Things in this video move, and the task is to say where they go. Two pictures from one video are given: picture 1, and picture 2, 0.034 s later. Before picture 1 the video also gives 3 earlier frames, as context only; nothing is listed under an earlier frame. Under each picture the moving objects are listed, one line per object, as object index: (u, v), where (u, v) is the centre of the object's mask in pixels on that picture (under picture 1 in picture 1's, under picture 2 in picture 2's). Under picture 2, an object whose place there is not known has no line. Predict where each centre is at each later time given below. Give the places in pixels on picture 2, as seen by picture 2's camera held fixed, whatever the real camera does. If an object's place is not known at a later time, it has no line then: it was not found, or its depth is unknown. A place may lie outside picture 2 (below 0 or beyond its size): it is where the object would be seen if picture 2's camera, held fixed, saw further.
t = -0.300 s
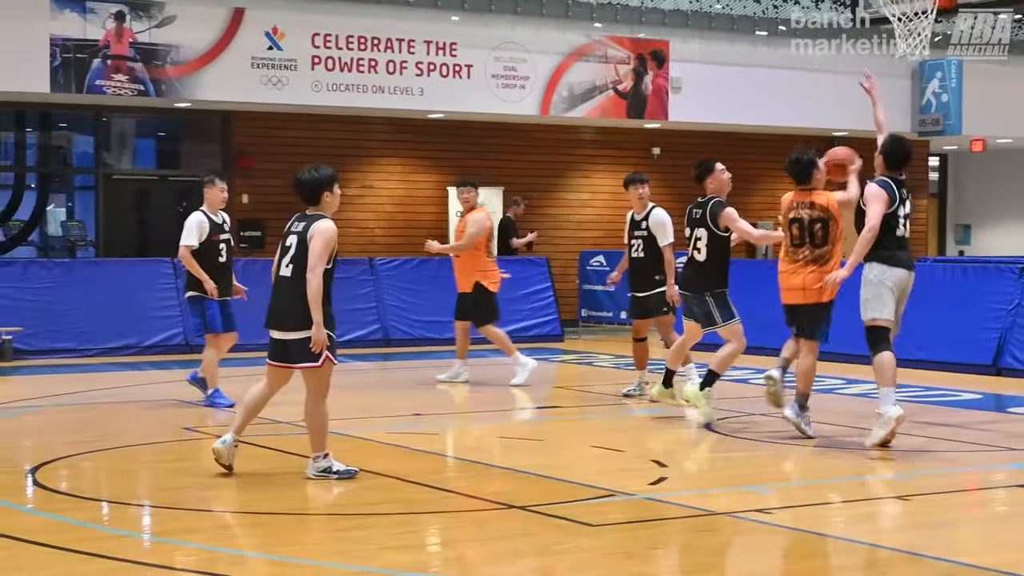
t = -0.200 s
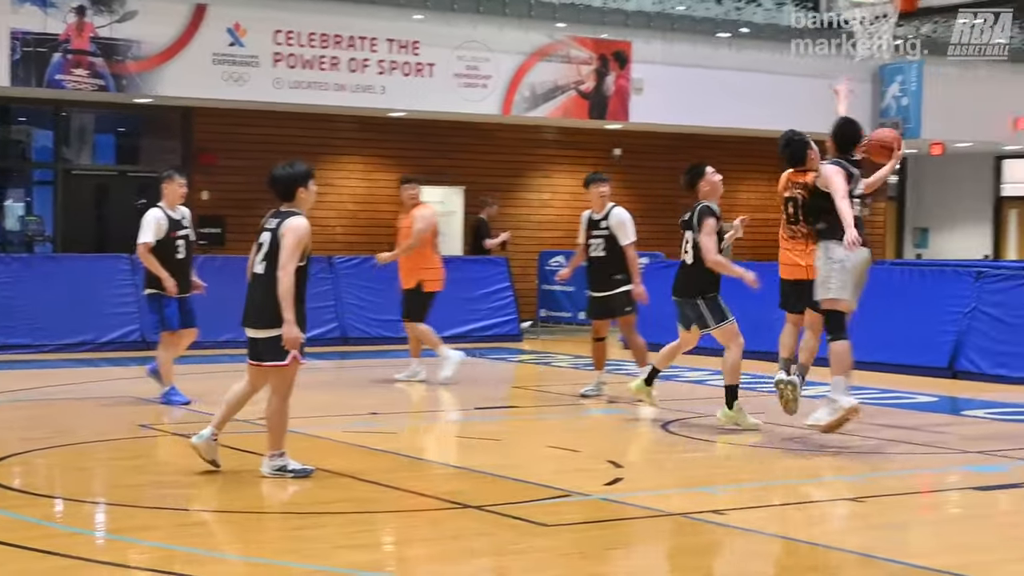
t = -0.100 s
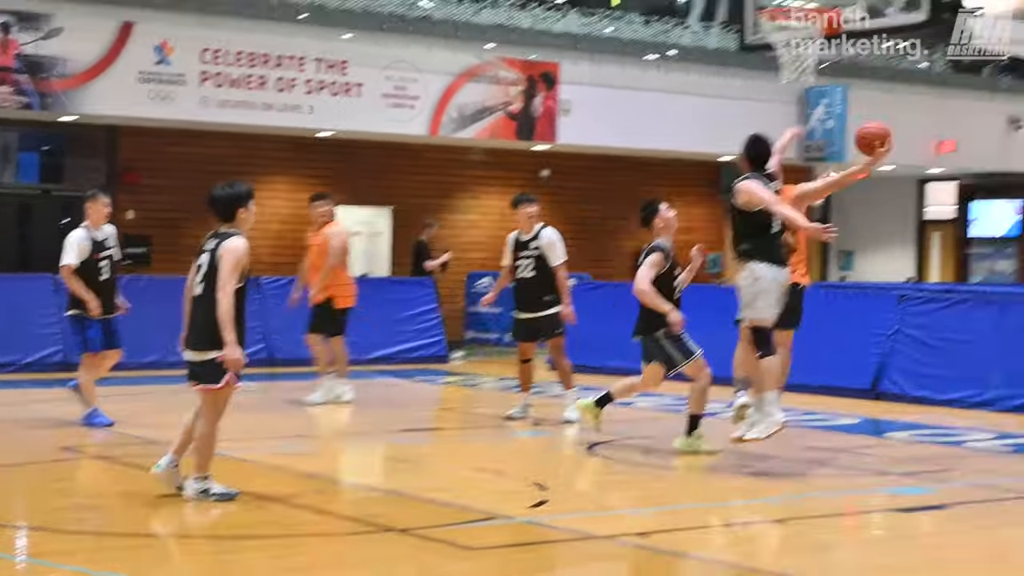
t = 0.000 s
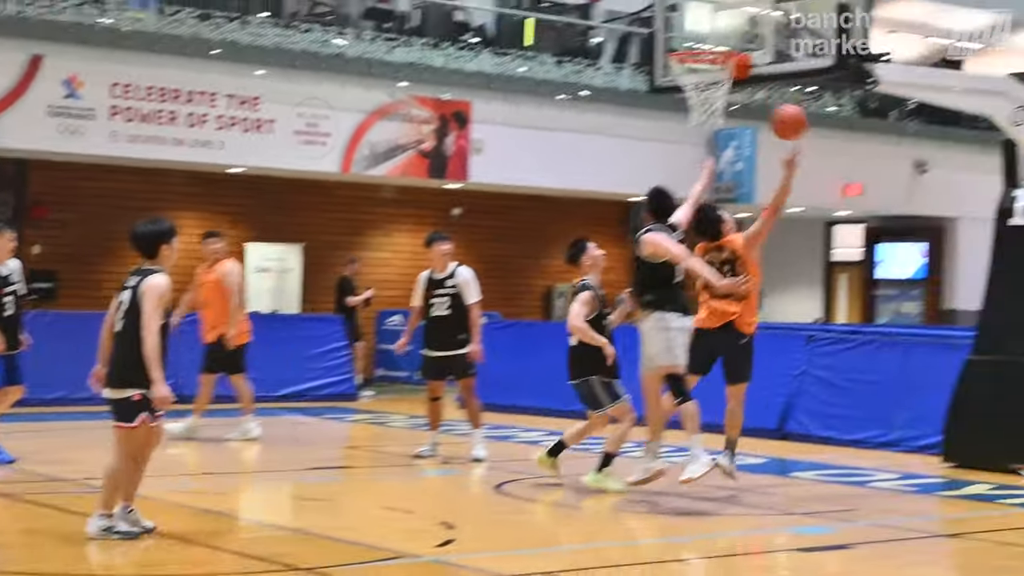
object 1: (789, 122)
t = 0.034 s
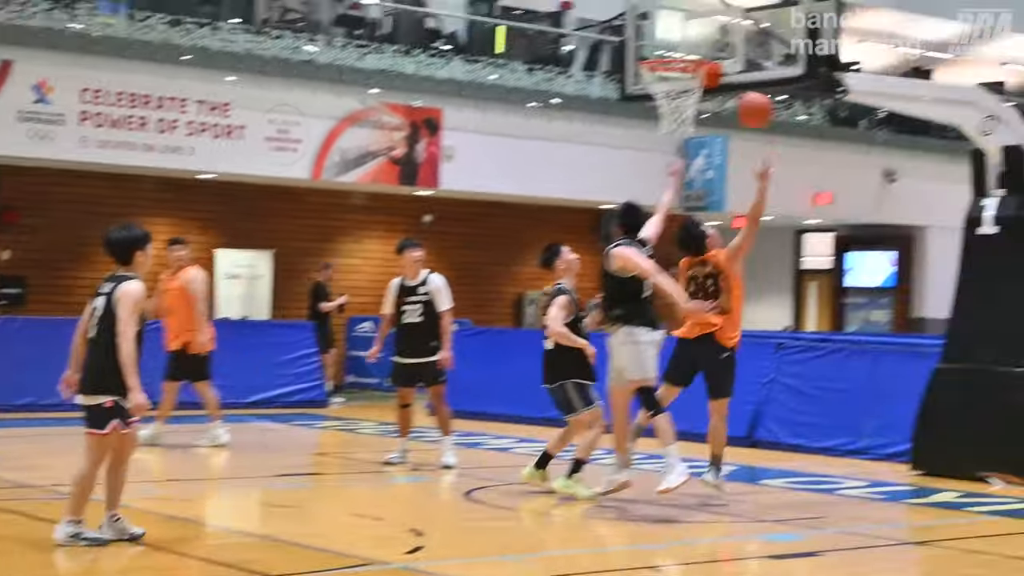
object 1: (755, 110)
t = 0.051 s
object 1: (752, 100)
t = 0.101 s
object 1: (744, 75)
